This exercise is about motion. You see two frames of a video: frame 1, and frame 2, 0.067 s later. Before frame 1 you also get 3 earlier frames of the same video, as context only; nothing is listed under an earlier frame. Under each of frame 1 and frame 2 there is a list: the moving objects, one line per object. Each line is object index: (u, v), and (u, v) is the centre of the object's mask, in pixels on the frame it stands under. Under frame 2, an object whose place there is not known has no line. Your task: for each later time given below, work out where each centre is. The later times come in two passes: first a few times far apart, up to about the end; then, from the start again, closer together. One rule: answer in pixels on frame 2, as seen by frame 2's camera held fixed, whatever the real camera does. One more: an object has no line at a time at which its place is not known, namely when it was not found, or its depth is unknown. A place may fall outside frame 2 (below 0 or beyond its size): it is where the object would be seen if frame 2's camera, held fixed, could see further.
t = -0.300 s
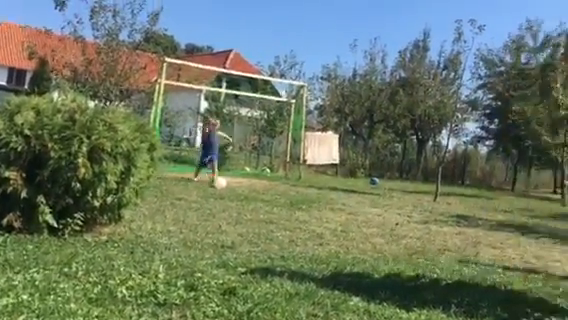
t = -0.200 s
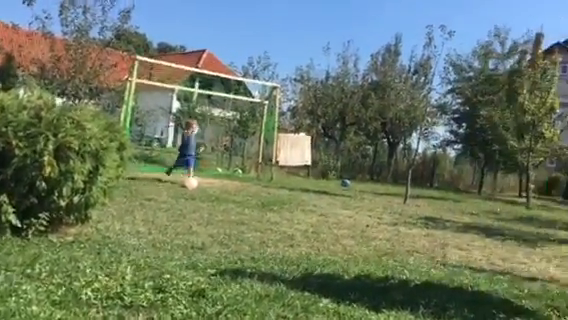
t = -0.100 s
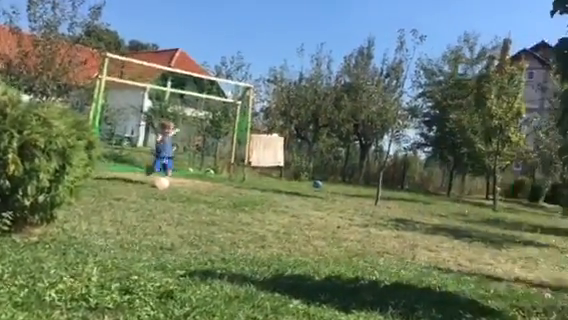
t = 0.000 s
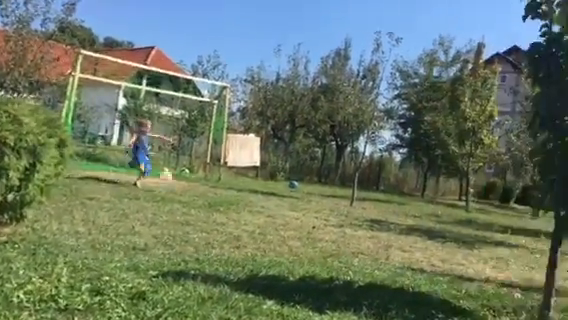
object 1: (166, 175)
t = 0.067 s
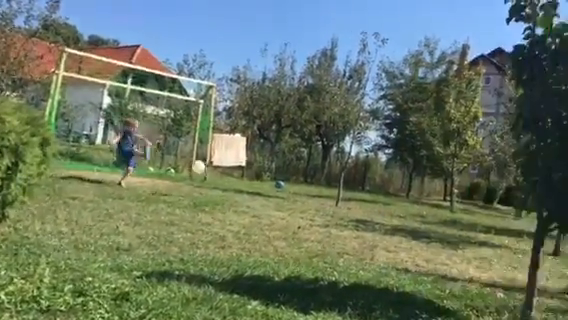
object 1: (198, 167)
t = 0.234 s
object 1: (303, 157)
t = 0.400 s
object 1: (390, 171)
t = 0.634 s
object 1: (483, 225)
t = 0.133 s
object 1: (242, 161)
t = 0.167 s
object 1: (263, 157)
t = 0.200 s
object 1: (284, 156)
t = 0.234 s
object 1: (303, 157)
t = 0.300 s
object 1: (340, 159)
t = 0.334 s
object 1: (357, 162)
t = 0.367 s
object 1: (374, 167)
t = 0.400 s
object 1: (390, 171)
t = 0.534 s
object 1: (448, 198)
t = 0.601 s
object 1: (471, 215)
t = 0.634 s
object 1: (483, 225)
